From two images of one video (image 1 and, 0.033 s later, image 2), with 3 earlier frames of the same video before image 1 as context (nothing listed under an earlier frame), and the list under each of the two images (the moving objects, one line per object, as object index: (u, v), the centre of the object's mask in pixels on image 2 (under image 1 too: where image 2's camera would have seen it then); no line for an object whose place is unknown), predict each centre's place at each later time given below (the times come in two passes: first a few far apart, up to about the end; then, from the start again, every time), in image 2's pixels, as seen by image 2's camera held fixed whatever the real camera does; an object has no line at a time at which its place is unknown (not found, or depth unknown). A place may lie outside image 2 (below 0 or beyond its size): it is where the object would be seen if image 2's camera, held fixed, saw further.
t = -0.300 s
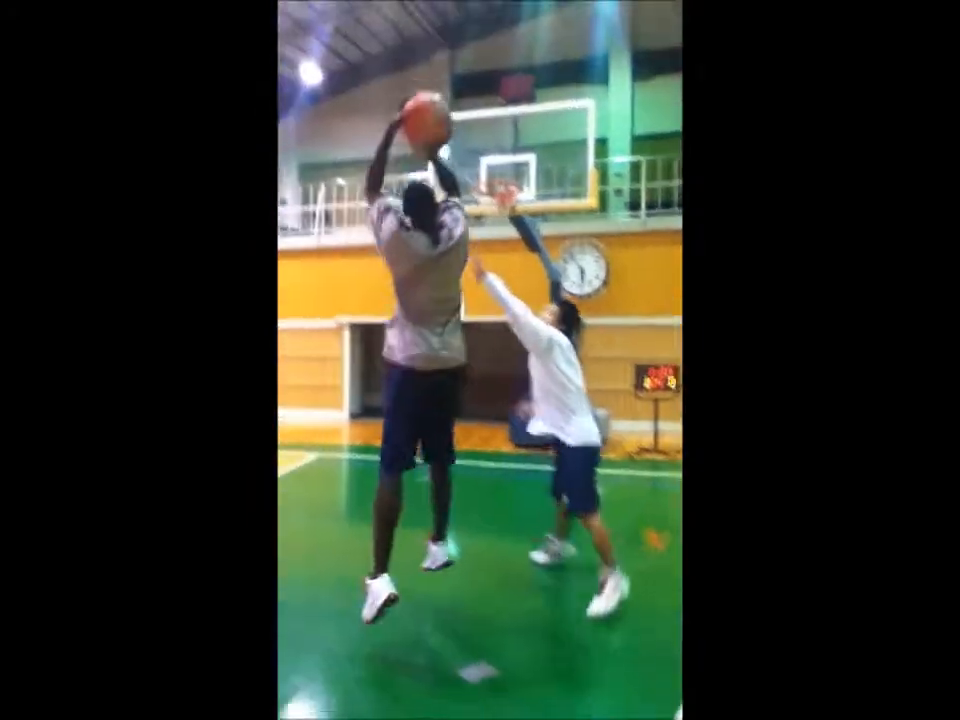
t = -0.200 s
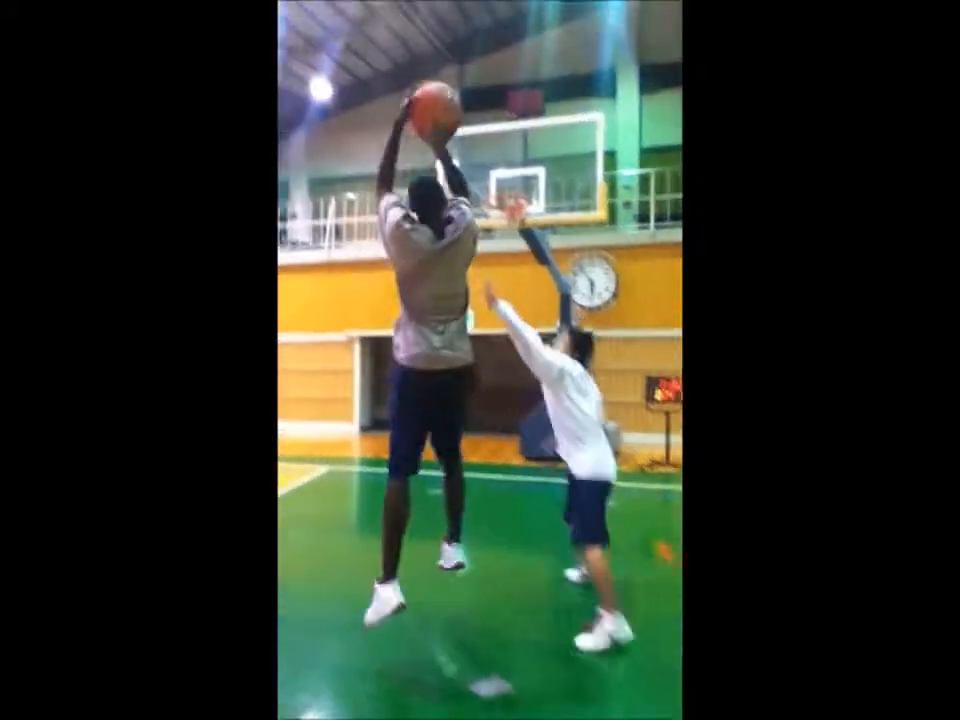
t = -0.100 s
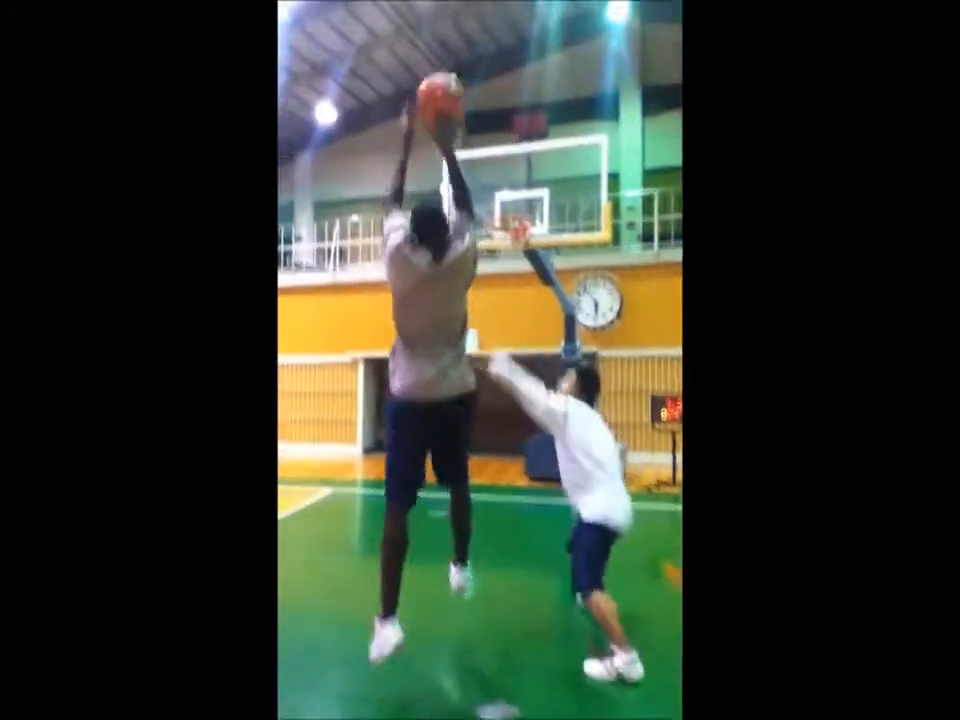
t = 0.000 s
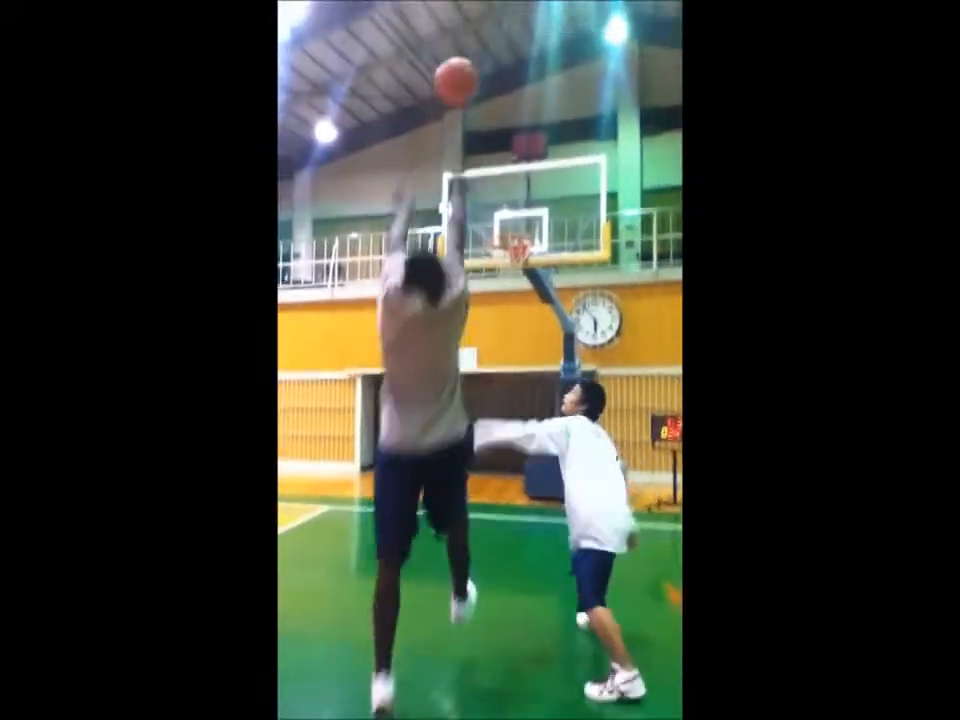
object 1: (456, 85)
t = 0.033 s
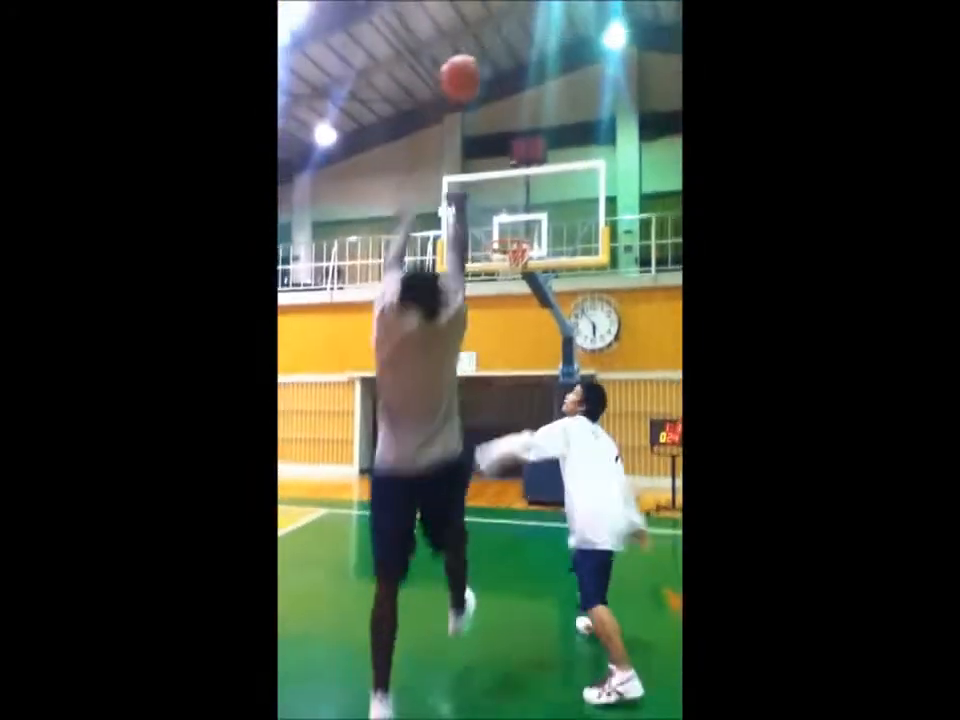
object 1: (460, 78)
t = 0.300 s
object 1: (486, 80)
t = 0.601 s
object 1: (505, 167)
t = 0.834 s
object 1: (526, 230)
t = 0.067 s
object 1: (464, 72)
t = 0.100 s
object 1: (466, 69)
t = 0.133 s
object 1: (469, 67)
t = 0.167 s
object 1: (472, 67)
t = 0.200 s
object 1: (476, 68)
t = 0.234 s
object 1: (481, 70)
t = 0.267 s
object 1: (484, 75)
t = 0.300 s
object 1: (486, 80)
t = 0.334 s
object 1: (488, 86)
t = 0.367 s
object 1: (491, 92)
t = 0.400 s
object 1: (493, 99)
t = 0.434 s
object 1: (495, 107)
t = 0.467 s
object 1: (498, 117)
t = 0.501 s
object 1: (500, 131)
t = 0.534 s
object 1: (500, 142)
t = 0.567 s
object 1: (504, 154)
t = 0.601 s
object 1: (505, 167)
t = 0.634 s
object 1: (508, 181)
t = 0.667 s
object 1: (510, 195)
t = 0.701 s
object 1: (511, 210)
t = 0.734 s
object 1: (514, 229)
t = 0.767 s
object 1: (515, 232)
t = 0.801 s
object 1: (520, 231)
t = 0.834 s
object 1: (526, 230)
